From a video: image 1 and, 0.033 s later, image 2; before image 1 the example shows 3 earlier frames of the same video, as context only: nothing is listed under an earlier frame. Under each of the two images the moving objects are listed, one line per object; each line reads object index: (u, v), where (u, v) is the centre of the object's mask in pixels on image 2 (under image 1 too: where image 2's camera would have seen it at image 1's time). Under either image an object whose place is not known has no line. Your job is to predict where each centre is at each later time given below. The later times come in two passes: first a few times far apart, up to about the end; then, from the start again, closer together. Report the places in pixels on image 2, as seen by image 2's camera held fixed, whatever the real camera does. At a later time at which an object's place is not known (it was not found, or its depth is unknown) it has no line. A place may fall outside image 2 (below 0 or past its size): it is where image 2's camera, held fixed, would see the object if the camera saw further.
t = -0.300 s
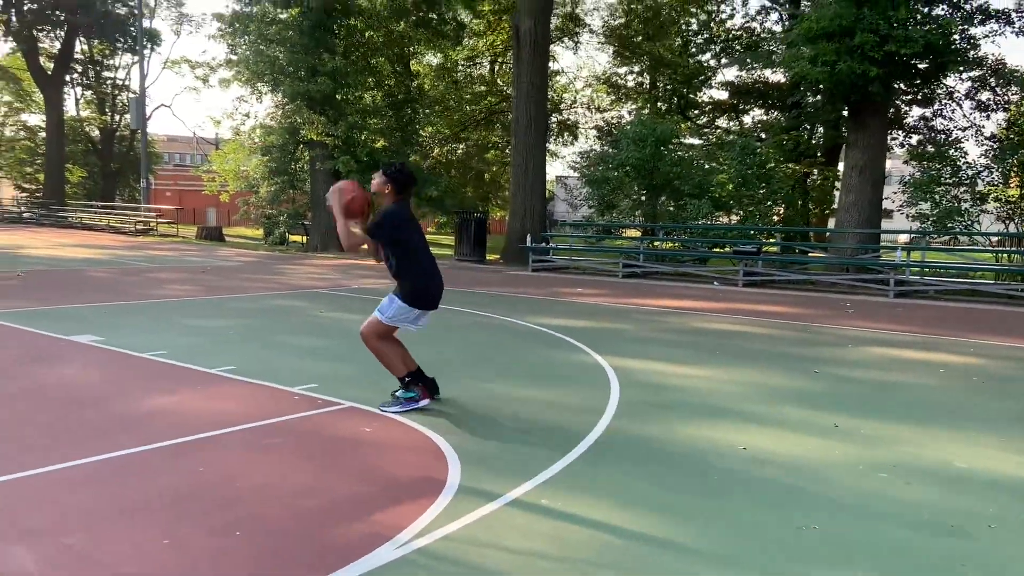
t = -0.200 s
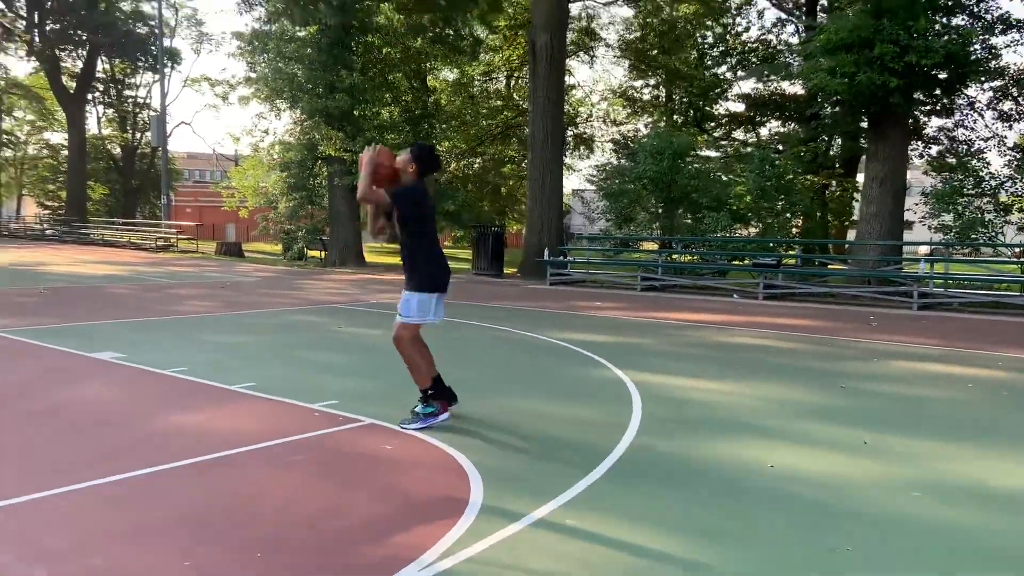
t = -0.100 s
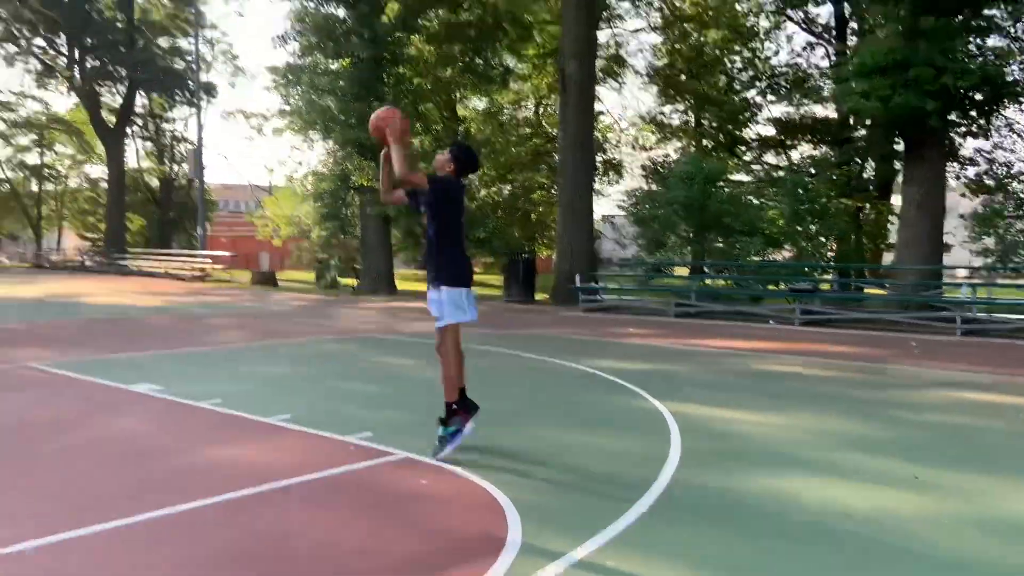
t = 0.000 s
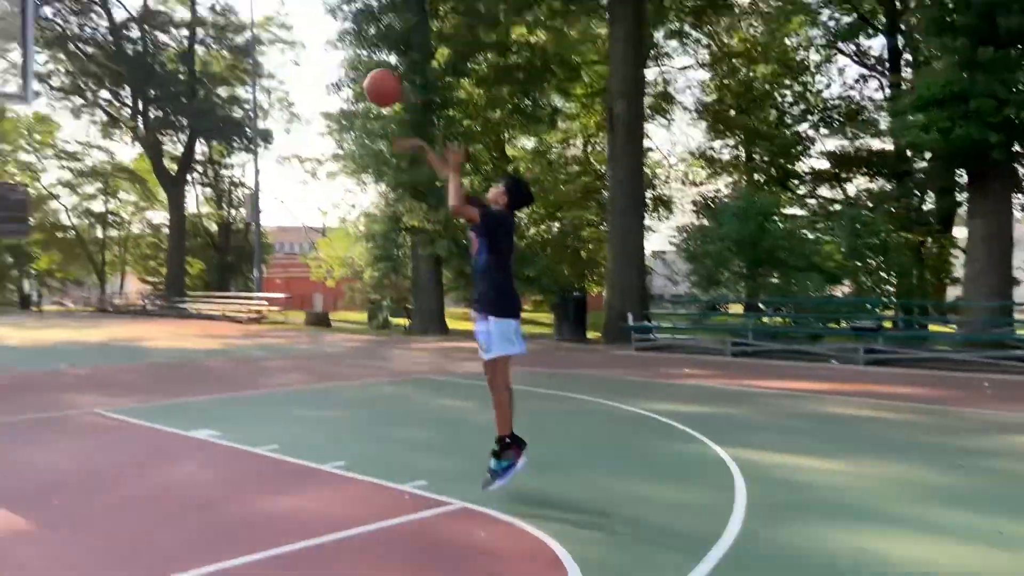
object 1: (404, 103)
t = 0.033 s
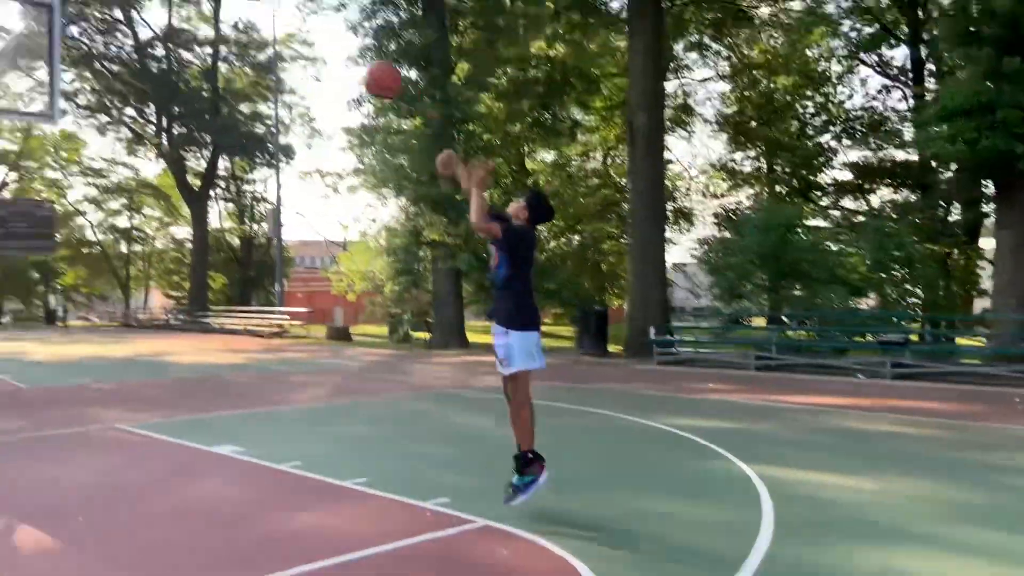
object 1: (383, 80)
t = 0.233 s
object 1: (262, -13)
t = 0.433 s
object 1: (154, -42)
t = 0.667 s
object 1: (35, -5)
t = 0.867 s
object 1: (-51, 71)
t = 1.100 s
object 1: (-34, 212)
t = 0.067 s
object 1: (362, 59)
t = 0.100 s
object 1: (341, 40)
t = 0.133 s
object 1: (320, 24)
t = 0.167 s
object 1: (302, 10)
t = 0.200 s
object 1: (281, -3)
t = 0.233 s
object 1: (262, -13)
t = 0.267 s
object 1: (244, -22)
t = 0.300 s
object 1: (224, -30)
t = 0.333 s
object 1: (207, -35)
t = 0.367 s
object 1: (189, -39)
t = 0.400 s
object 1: (173, -42)
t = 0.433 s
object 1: (154, -42)
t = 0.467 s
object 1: (137, -42)
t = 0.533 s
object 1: (103, -35)
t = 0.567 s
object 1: (88, -30)
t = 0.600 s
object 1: (69, -24)
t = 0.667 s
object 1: (35, -5)
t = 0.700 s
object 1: (21, 4)
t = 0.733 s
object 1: (5, 16)
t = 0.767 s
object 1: (-9, 30)
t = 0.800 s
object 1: (-23, 44)
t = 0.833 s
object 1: (-37, 58)
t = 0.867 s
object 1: (-51, 71)
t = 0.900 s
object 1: (-60, 92)
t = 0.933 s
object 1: (-57, 107)
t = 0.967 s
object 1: (-49, 127)
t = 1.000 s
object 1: (-48, 144)
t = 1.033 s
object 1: (-44, 167)
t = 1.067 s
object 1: (-39, 189)
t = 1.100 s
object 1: (-34, 212)
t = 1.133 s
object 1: (-28, 238)
